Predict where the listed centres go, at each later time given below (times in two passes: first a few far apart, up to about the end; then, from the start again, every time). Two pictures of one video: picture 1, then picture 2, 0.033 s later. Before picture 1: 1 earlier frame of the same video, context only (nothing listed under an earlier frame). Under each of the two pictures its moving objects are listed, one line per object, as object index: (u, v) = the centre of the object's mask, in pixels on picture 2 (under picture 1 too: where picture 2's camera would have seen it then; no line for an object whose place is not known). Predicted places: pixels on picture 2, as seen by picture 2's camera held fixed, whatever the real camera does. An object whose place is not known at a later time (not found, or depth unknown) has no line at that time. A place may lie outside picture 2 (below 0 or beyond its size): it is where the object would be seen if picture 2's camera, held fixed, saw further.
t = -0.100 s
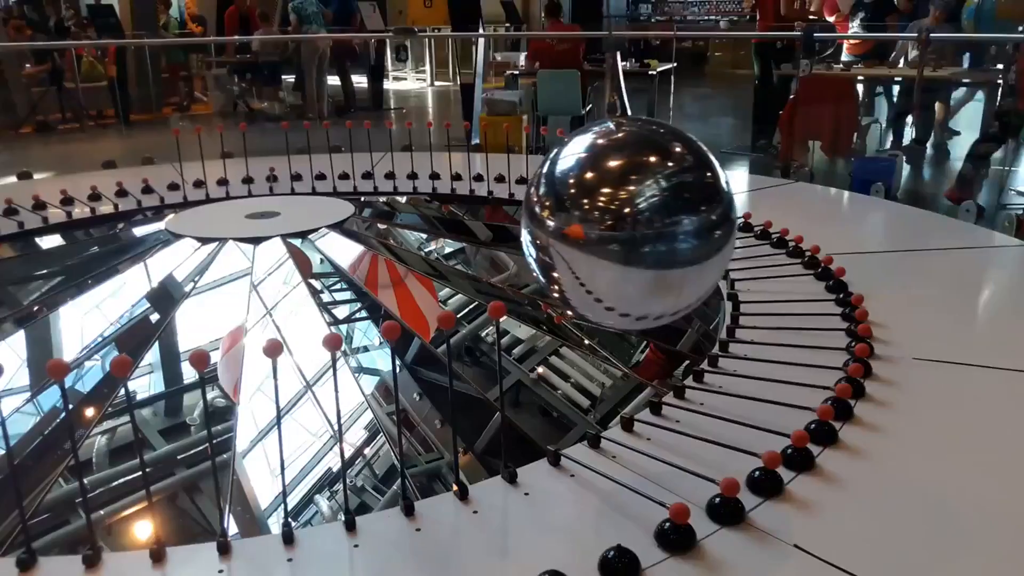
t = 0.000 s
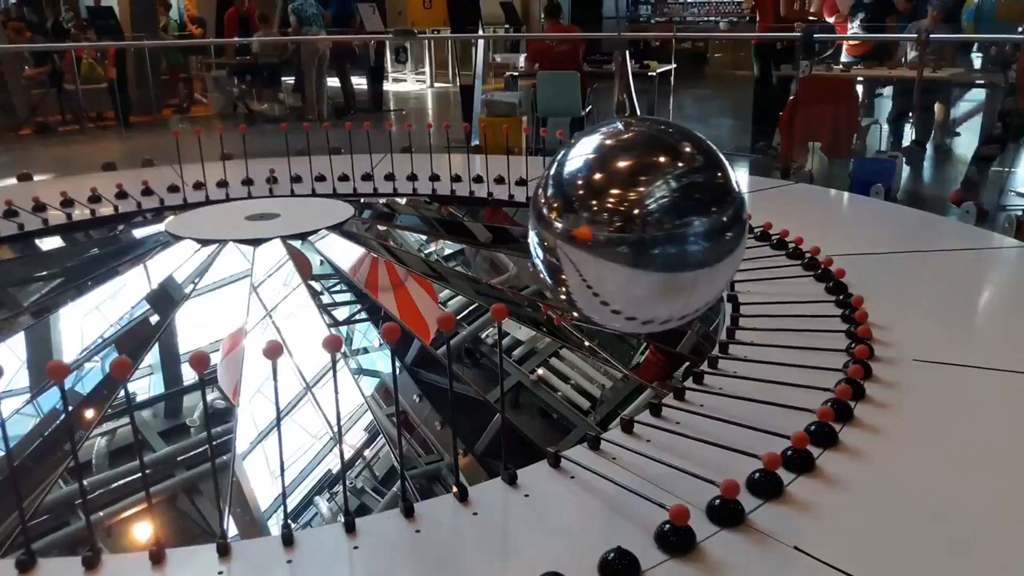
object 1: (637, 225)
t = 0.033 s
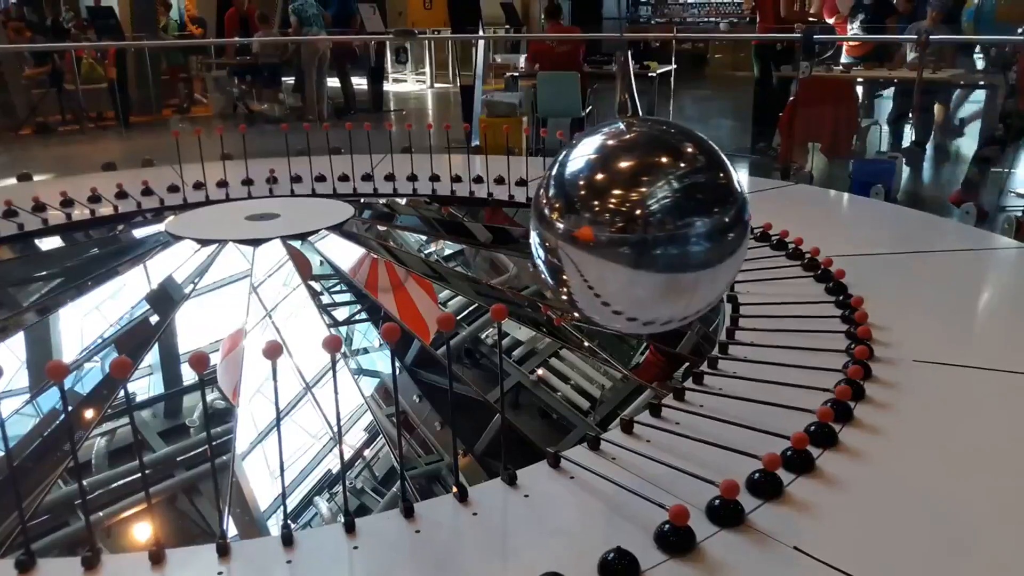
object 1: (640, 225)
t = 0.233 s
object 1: (635, 226)
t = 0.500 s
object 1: (598, 221)
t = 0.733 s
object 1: (542, 218)
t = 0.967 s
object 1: (480, 213)
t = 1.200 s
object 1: (417, 204)
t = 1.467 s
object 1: (354, 192)
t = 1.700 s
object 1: (306, 180)
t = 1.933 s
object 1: (267, 166)
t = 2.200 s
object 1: (230, 150)
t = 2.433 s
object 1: (203, 135)
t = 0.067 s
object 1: (640, 226)
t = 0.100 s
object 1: (642, 225)
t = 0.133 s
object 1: (641, 225)
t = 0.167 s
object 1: (641, 225)
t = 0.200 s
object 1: (638, 226)
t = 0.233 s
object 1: (635, 226)
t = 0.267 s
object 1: (632, 226)
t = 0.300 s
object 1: (629, 225)
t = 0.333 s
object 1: (627, 224)
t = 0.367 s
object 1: (624, 224)
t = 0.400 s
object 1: (619, 223)
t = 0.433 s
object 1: (614, 223)
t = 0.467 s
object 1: (606, 223)
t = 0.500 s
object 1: (598, 221)
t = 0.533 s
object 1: (591, 221)
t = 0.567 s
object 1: (583, 221)
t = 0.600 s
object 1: (575, 220)
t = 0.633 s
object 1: (568, 220)
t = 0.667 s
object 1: (559, 219)
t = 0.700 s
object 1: (550, 219)
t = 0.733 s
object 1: (542, 218)
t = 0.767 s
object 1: (534, 217)
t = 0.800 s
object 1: (525, 216)
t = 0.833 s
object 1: (517, 216)
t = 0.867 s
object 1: (507, 215)
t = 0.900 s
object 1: (498, 214)
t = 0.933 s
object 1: (489, 214)
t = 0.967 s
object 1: (480, 213)
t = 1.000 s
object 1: (470, 212)
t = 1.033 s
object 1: (461, 211)
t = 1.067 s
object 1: (452, 210)
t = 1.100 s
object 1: (442, 208)
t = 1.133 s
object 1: (434, 207)
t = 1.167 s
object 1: (425, 205)
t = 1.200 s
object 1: (417, 204)
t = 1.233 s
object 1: (409, 203)
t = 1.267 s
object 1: (401, 202)
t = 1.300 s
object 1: (393, 200)
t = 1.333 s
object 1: (385, 199)
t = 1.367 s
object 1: (376, 197)
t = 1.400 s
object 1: (368, 195)
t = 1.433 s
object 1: (361, 194)
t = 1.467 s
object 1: (354, 192)
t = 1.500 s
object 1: (347, 191)
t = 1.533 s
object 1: (340, 189)
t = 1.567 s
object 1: (332, 187)
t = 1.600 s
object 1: (326, 185)
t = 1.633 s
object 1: (319, 183)
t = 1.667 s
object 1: (313, 182)
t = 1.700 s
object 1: (306, 180)
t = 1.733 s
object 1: (301, 179)
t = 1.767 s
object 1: (296, 178)
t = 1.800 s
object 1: (289, 173)
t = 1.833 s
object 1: (283, 172)
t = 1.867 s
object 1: (277, 170)
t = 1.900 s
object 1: (272, 167)
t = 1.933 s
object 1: (267, 166)
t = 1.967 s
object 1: (262, 164)
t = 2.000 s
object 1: (257, 162)
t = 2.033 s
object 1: (251, 161)
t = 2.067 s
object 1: (247, 158)
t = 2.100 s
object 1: (242, 156)
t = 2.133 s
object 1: (238, 154)
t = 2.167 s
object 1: (234, 152)
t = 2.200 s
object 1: (230, 150)
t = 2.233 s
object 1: (226, 148)
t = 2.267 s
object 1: (222, 146)
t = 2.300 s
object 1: (218, 143)
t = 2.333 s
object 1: (214, 141)
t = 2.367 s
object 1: (210, 139)
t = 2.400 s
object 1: (207, 137)
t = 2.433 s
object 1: (203, 135)
